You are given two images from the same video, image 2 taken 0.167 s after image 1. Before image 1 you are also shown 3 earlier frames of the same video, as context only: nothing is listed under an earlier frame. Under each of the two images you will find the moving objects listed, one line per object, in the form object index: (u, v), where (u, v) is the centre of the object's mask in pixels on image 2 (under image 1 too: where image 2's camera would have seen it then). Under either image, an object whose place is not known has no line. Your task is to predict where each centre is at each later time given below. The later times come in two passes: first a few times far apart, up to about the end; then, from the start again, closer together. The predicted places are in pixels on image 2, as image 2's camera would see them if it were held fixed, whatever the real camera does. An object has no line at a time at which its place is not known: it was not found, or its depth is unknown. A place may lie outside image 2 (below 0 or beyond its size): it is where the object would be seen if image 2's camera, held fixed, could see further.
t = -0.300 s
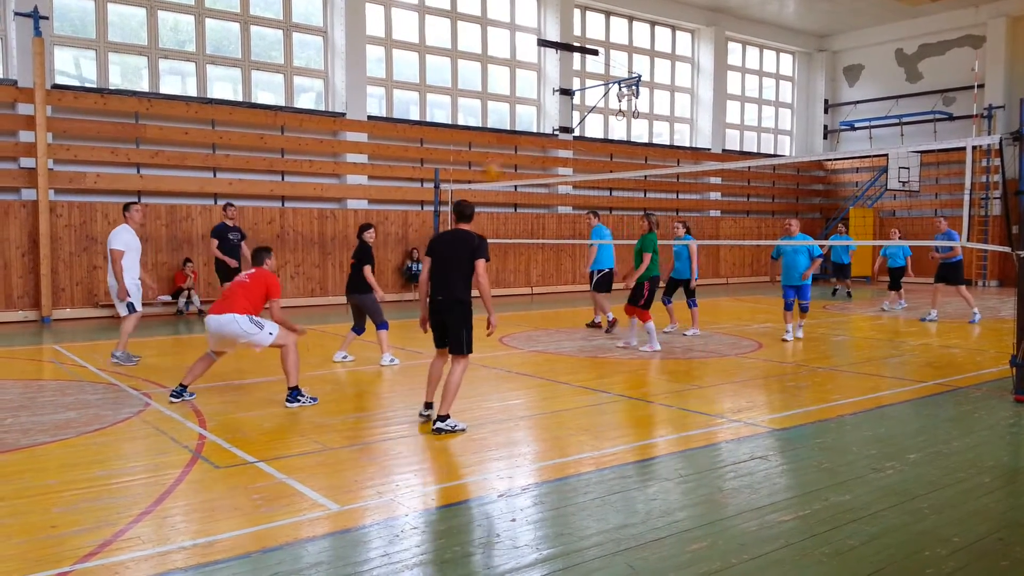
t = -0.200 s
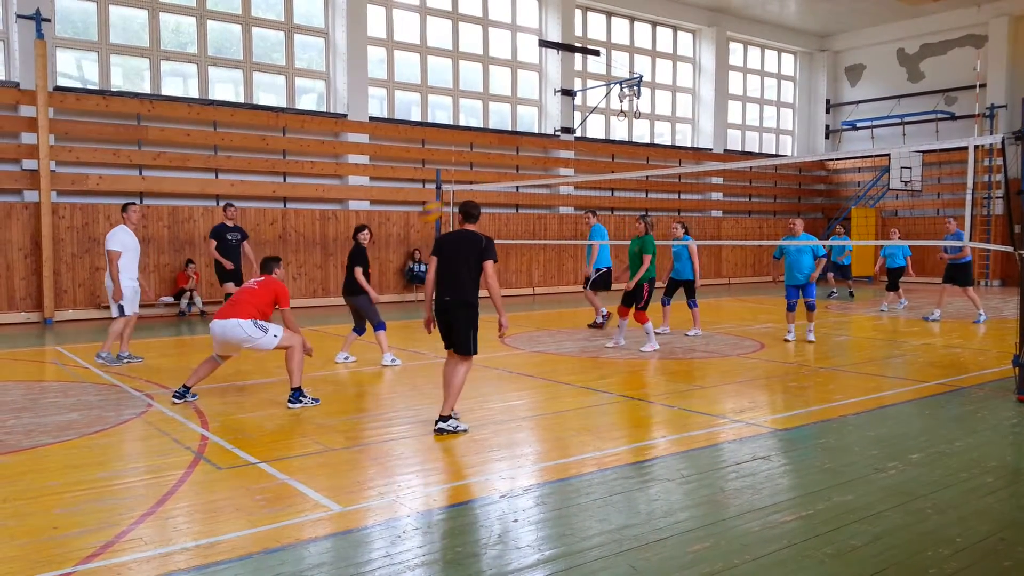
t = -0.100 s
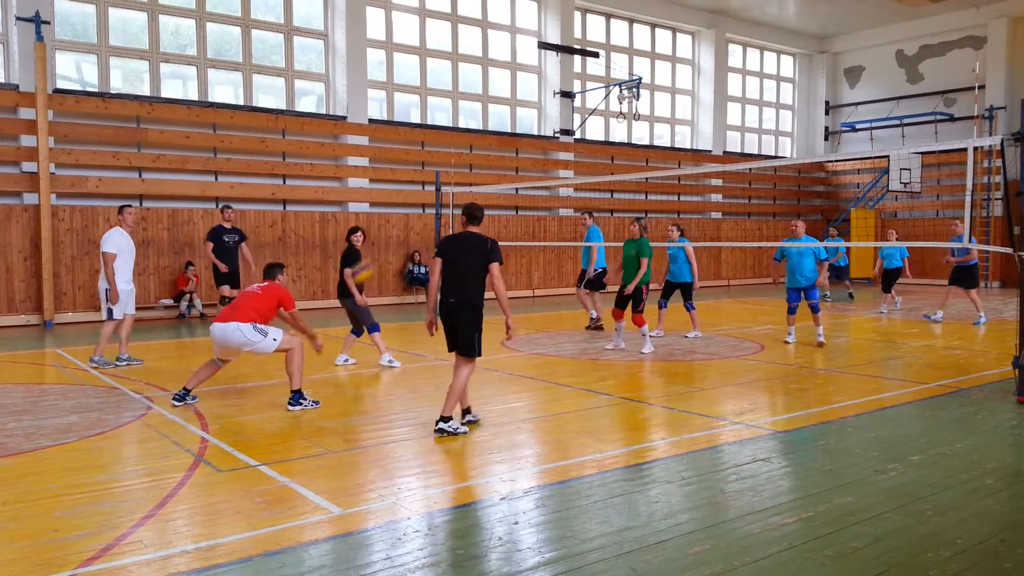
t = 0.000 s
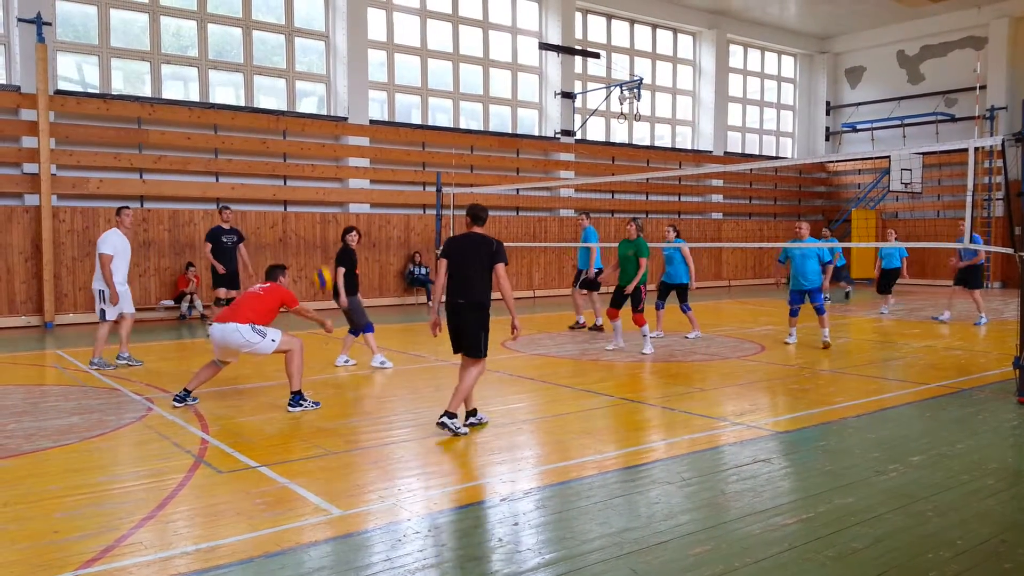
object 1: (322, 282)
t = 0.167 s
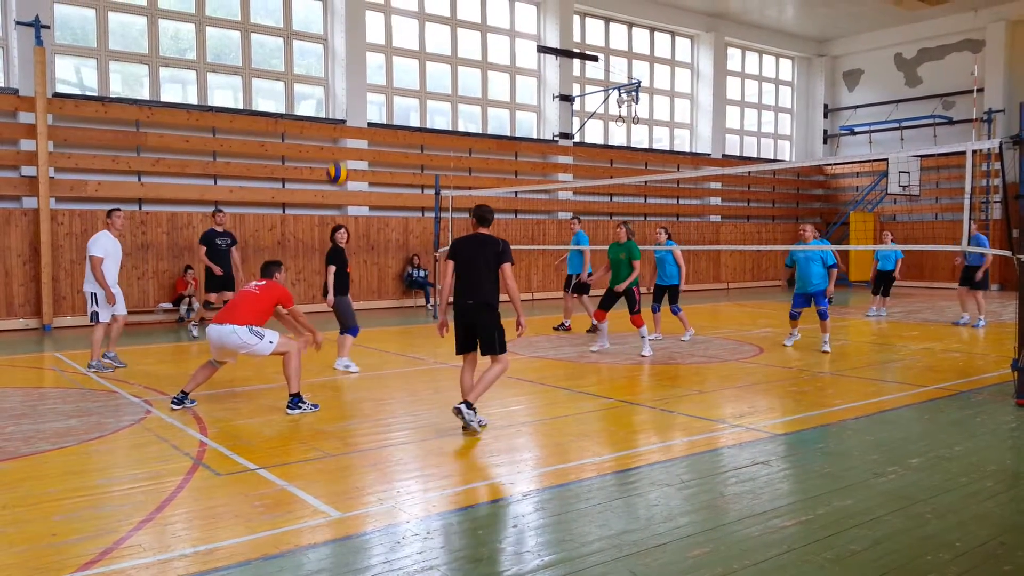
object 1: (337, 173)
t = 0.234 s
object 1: (343, 138)
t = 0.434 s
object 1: (360, 62)
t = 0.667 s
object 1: (381, 23)
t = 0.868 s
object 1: (397, 33)
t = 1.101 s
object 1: (418, 92)
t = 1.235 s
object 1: (429, 148)
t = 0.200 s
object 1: (340, 156)
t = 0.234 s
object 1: (343, 138)
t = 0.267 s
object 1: (346, 123)
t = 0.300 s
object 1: (349, 108)
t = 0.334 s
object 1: (352, 95)
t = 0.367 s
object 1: (355, 83)
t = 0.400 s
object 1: (358, 71)
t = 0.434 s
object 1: (360, 62)
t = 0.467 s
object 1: (363, 53)
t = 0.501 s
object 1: (367, 45)
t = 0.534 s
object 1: (369, 39)
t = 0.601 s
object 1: (375, 29)
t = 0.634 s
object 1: (377, 25)
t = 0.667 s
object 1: (381, 23)
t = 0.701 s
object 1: (383, 21)
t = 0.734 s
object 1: (386, 21)
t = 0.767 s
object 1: (389, 22)
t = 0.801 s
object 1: (391, 24)
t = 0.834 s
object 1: (394, 28)
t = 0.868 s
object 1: (397, 33)
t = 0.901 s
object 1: (400, 38)
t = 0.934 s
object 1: (403, 45)
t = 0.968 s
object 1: (406, 52)
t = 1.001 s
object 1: (409, 60)
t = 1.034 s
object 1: (412, 70)
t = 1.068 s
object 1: (414, 81)
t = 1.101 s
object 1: (418, 92)
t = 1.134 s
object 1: (420, 104)
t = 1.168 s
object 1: (423, 118)
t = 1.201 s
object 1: (427, 131)
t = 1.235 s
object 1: (429, 148)
